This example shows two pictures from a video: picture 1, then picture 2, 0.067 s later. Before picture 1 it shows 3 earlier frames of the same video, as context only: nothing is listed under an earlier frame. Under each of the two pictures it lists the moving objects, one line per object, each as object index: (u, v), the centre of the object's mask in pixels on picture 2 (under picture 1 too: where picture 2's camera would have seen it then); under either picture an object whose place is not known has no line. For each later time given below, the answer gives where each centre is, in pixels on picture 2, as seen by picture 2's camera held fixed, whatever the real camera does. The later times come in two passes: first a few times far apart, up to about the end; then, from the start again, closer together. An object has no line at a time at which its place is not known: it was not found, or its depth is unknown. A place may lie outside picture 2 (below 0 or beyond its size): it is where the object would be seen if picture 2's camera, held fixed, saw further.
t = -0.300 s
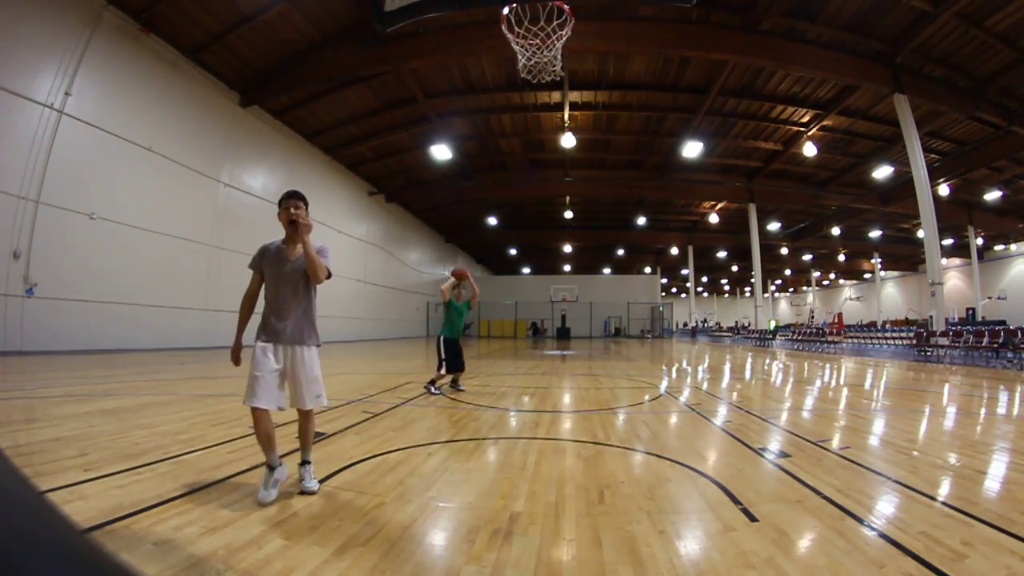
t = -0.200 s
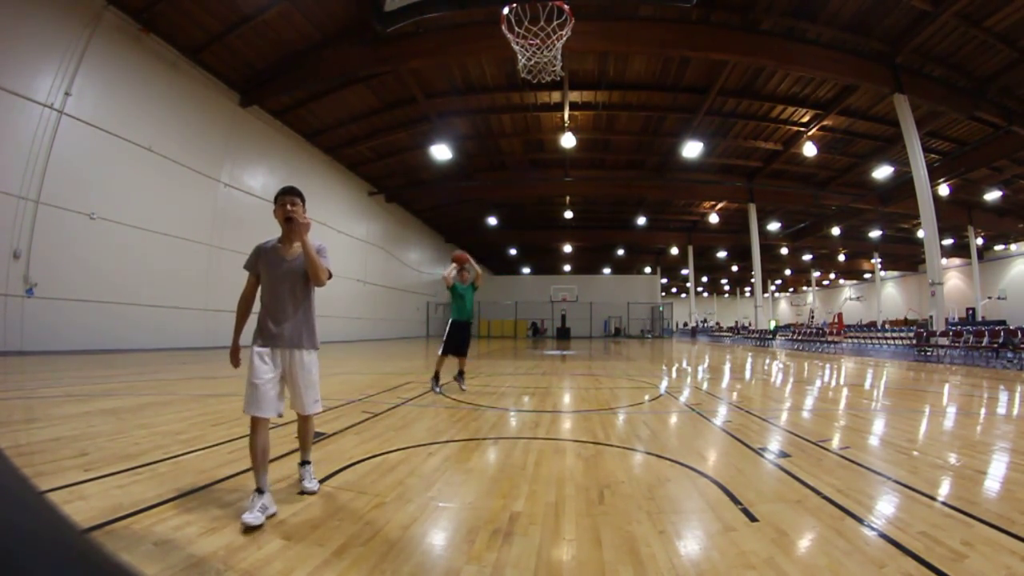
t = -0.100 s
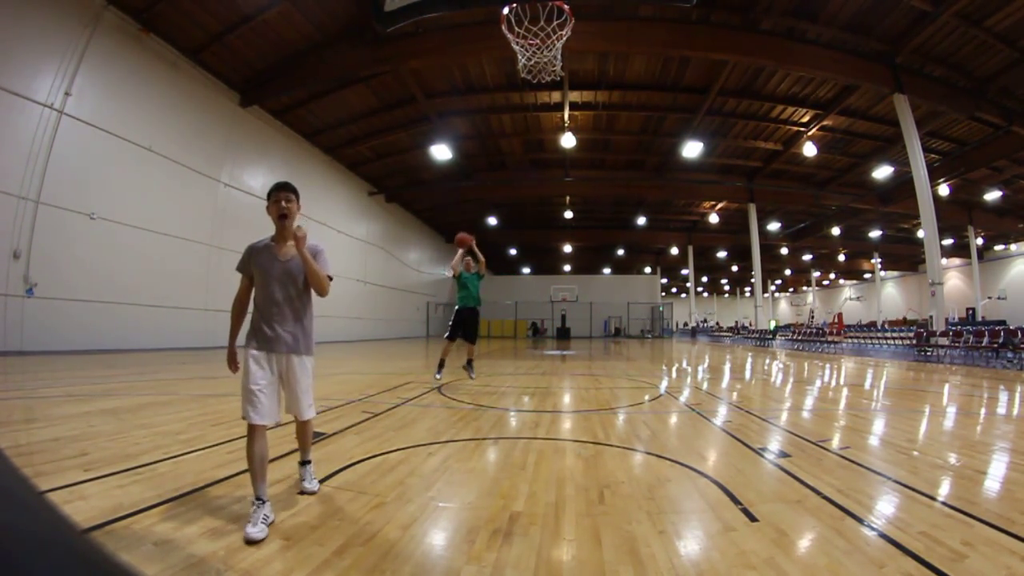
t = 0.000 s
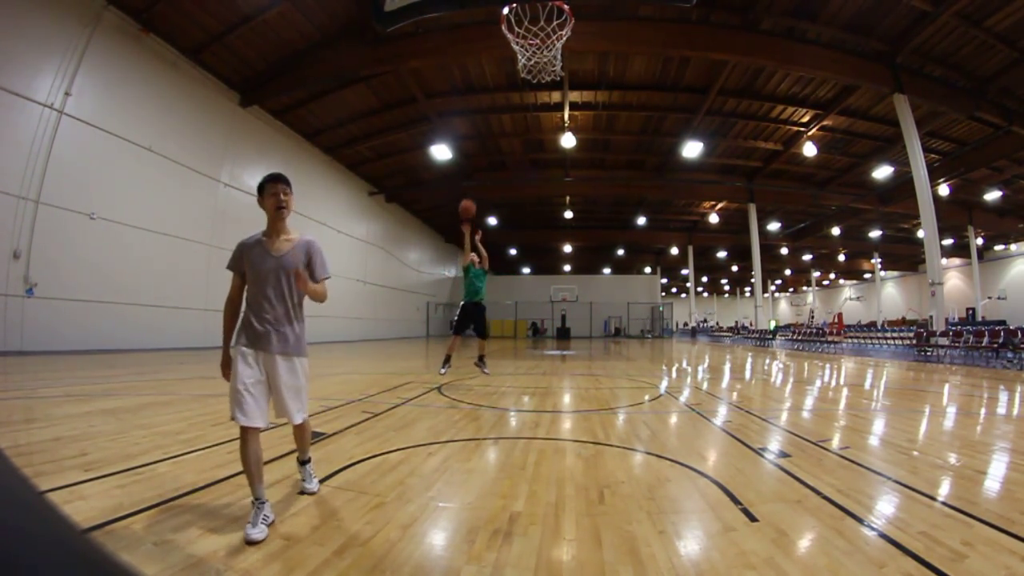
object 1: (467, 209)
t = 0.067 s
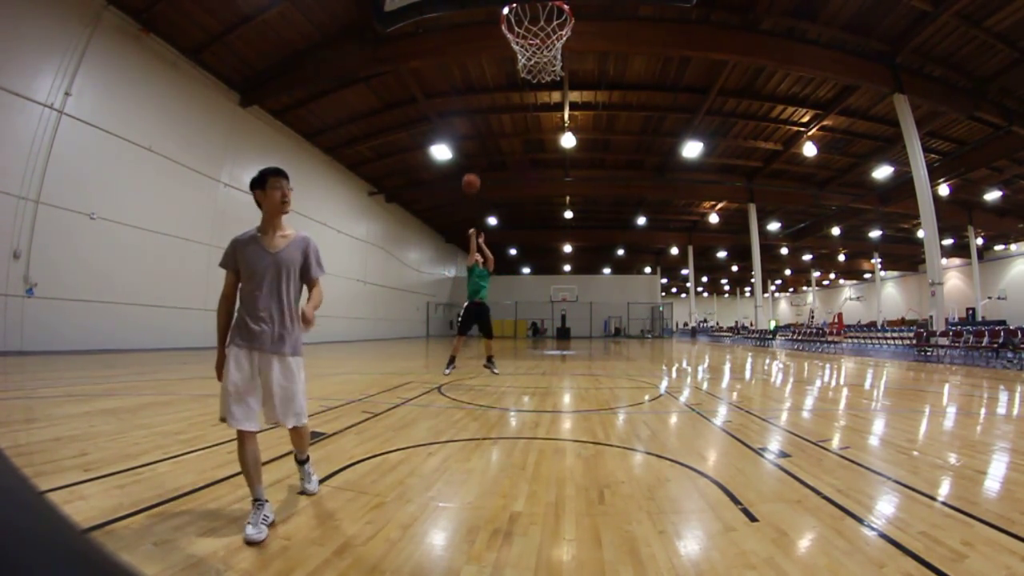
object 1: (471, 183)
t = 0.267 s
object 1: (483, 116)
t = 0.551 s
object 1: (502, 47)
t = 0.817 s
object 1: (539, 14)
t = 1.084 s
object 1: (525, 69)
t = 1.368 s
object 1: (518, 151)
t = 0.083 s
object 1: (472, 177)
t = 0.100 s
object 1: (472, 171)
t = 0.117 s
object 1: (474, 165)
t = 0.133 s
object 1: (475, 159)
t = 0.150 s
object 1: (475, 153)
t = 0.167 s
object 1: (476, 148)
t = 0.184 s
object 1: (477, 142)
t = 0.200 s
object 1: (478, 137)
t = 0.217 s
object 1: (480, 131)
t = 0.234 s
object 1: (481, 126)
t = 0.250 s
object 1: (482, 121)
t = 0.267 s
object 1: (483, 116)
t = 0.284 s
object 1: (484, 111)
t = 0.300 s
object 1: (485, 105)
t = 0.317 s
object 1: (486, 101)
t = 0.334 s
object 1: (488, 96)
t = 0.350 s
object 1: (489, 92)
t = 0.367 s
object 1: (490, 88)
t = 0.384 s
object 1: (491, 83)
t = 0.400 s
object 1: (493, 78)
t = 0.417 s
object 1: (494, 75)
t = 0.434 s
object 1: (495, 71)
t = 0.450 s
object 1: (496, 67)
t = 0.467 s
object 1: (497, 63)
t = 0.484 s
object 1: (499, 59)
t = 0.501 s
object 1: (500, 55)
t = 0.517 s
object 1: (502, 52)
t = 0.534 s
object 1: (502, 49)
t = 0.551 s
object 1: (502, 47)
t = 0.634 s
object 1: (515, 26)
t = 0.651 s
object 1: (519, 27)
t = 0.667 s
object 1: (520, 25)
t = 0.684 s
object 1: (521, 23)
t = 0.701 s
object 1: (523, 23)
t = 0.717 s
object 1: (526, 17)
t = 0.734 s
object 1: (527, 18)
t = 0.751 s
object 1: (530, 16)
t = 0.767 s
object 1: (529, 15)
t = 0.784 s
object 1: (540, 14)
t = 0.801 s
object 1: (540, 16)
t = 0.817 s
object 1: (539, 14)
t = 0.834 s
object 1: (538, 20)
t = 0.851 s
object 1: (538, 19)
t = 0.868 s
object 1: (534, 34)
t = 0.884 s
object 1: (539, 70)
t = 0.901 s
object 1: (537, 58)
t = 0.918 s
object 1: (532, 63)
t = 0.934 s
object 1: (532, 63)
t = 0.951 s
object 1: (532, 64)
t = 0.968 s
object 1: (530, 63)
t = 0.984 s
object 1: (529, 64)
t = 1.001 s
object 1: (528, 64)
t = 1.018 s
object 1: (527, 64)
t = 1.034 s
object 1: (526, 65)
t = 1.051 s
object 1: (526, 66)
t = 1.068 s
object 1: (525, 67)
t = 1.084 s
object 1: (525, 69)
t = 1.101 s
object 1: (524, 72)
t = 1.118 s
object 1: (524, 74)
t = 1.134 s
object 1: (523, 76)
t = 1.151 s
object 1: (523, 79)
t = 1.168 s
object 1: (523, 82)
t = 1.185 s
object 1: (522, 85)
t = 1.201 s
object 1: (522, 90)
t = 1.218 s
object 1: (521, 94)
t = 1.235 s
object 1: (521, 98)
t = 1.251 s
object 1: (521, 103)
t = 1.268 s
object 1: (520, 110)
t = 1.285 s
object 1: (520, 116)
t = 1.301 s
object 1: (519, 122)
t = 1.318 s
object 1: (519, 128)
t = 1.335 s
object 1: (518, 136)
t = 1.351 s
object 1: (518, 143)
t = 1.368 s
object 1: (518, 151)
